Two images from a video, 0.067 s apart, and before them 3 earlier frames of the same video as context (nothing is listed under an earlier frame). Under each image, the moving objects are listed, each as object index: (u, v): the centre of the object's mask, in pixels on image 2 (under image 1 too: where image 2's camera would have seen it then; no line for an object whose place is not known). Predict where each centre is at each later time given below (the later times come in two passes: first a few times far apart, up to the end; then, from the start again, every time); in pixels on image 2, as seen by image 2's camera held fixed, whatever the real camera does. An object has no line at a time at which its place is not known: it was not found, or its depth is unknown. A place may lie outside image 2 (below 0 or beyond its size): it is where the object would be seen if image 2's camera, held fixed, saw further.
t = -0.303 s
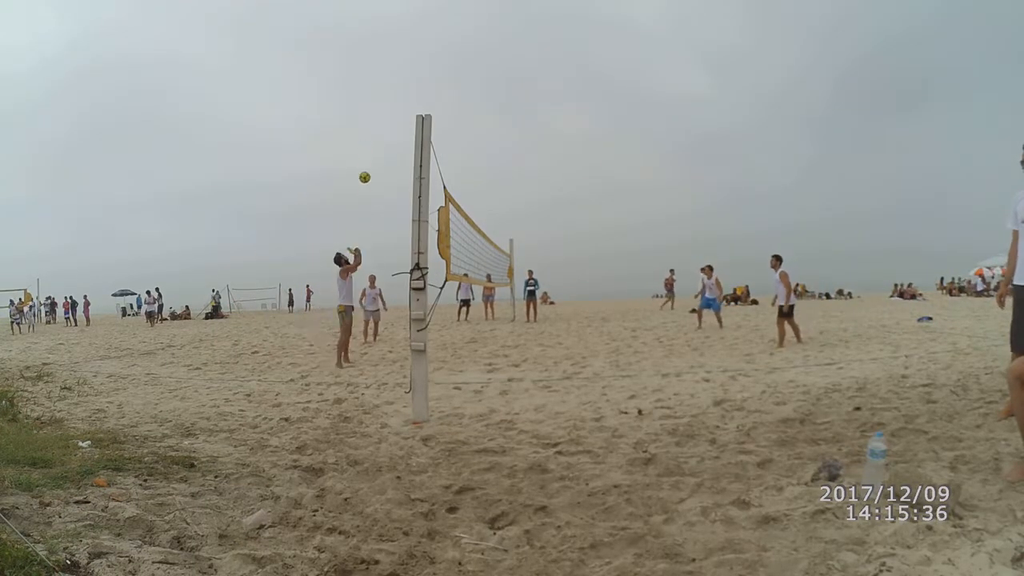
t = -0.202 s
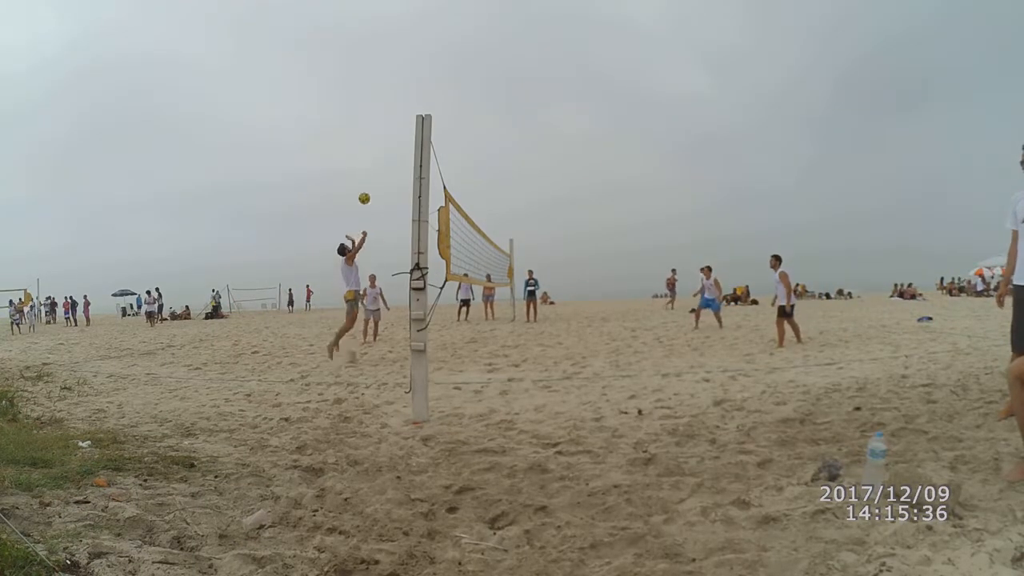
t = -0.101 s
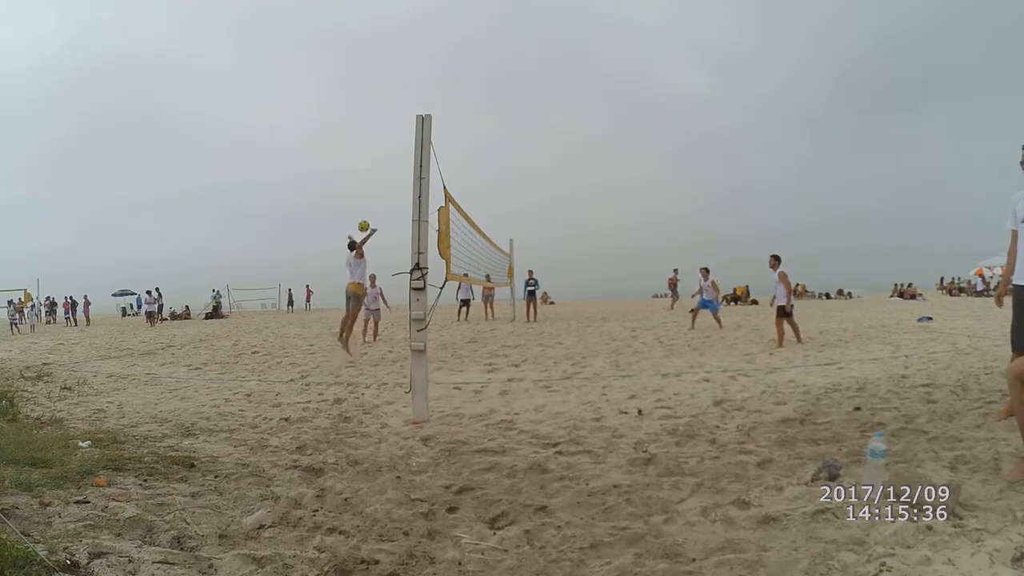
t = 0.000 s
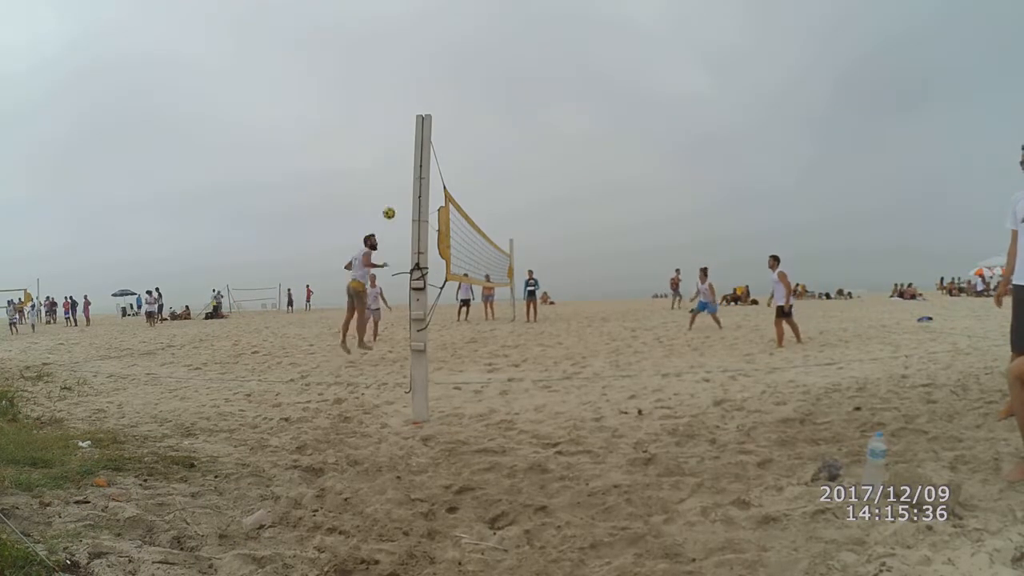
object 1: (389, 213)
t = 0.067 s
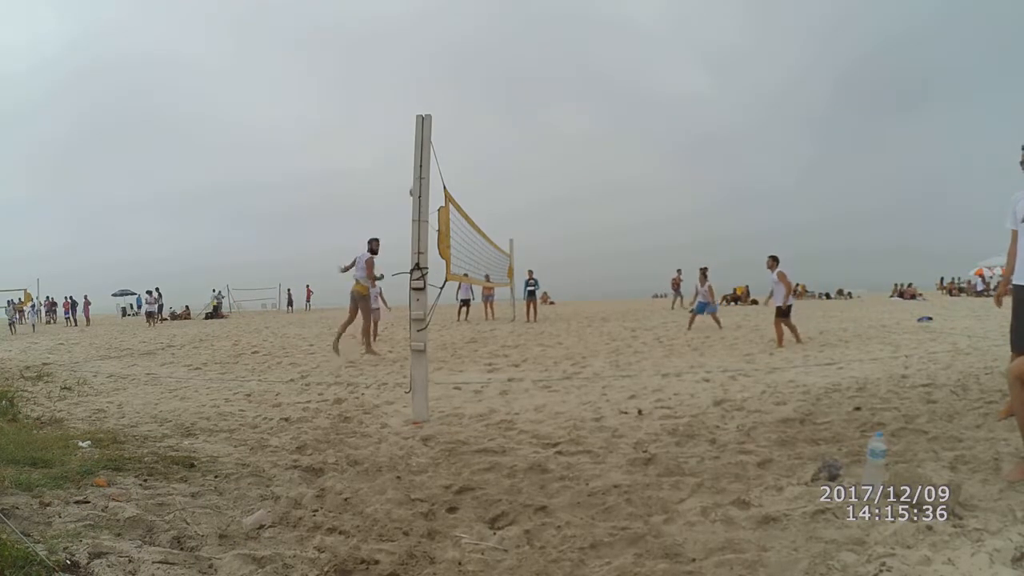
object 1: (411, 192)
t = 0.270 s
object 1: (501, 143)
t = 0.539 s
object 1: (624, 118)
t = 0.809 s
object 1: (752, 143)
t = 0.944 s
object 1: (814, 177)
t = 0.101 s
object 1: (432, 182)
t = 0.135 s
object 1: (443, 173)
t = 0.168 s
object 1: (457, 165)
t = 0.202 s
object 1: (471, 157)
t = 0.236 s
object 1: (486, 150)
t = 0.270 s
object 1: (501, 143)
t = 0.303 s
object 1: (516, 138)
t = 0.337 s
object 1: (531, 132)
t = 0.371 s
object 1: (546, 128)
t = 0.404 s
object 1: (561, 125)
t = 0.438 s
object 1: (577, 122)
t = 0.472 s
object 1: (593, 120)
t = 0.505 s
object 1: (608, 118)
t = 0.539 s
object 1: (624, 118)
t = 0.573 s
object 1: (640, 118)
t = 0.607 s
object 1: (656, 119)
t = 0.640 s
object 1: (672, 121)
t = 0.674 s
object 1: (688, 124)
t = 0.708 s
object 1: (704, 127)
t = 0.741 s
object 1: (720, 131)
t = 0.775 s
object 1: (736, 137)
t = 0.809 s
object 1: (752, 143)
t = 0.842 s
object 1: (768, 150)
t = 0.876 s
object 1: (784, 159)
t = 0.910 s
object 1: (799, 167)
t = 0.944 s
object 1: (814, 177)
